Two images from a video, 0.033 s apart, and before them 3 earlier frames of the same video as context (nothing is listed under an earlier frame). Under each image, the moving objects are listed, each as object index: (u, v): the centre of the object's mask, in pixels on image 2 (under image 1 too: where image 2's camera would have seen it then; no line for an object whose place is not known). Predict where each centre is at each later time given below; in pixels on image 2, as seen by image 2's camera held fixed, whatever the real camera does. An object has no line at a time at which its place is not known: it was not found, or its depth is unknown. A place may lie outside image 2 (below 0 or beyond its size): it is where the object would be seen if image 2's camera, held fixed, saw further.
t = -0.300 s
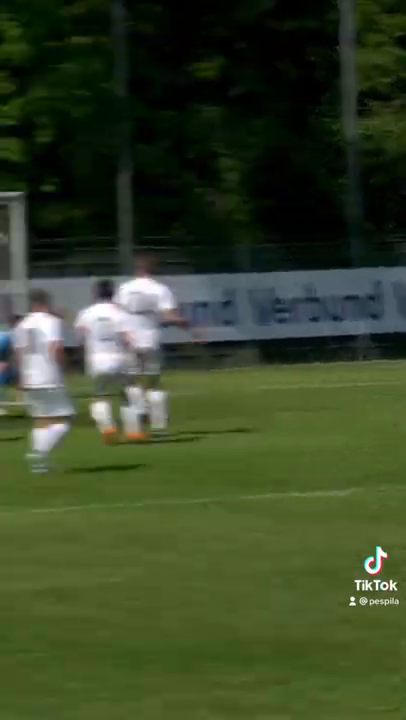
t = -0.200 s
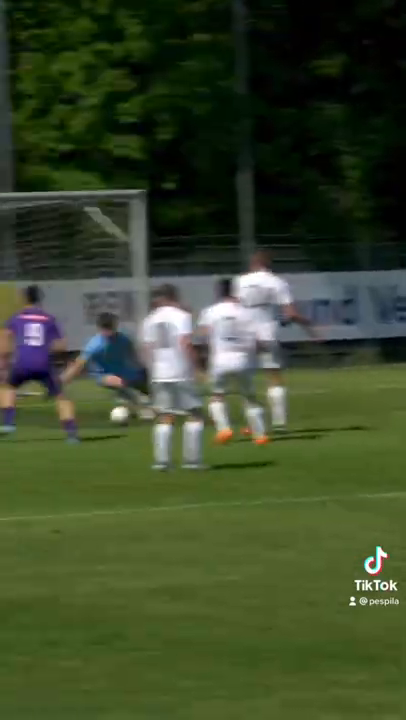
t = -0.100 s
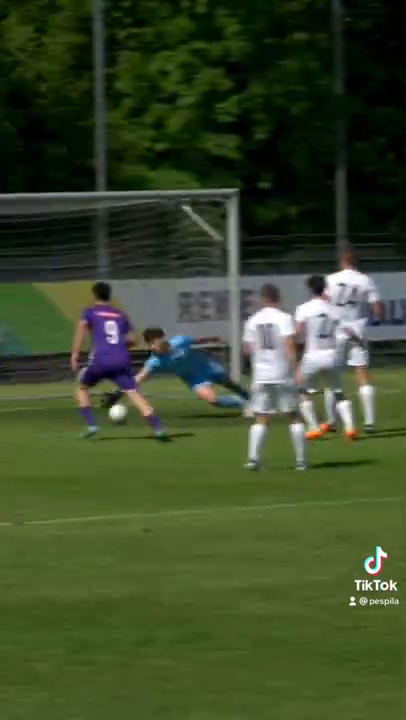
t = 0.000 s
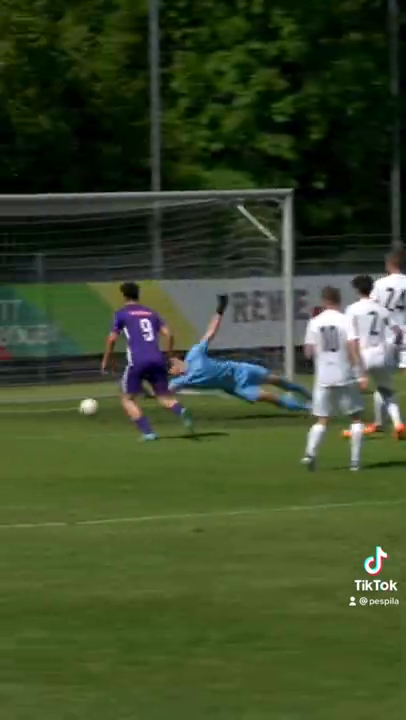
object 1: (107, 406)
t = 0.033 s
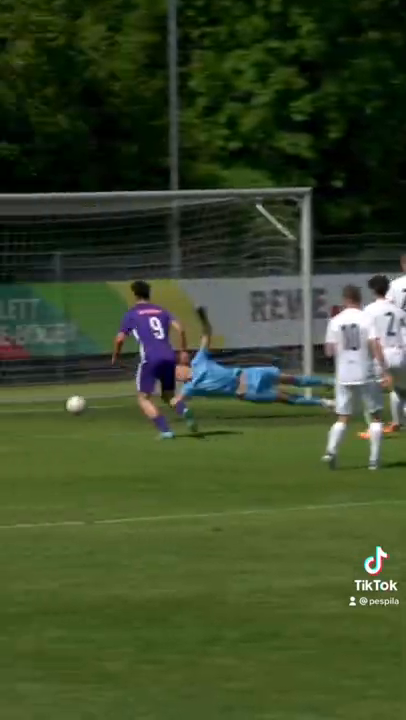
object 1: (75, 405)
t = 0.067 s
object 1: (60, 405)
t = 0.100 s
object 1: (30, 405)
